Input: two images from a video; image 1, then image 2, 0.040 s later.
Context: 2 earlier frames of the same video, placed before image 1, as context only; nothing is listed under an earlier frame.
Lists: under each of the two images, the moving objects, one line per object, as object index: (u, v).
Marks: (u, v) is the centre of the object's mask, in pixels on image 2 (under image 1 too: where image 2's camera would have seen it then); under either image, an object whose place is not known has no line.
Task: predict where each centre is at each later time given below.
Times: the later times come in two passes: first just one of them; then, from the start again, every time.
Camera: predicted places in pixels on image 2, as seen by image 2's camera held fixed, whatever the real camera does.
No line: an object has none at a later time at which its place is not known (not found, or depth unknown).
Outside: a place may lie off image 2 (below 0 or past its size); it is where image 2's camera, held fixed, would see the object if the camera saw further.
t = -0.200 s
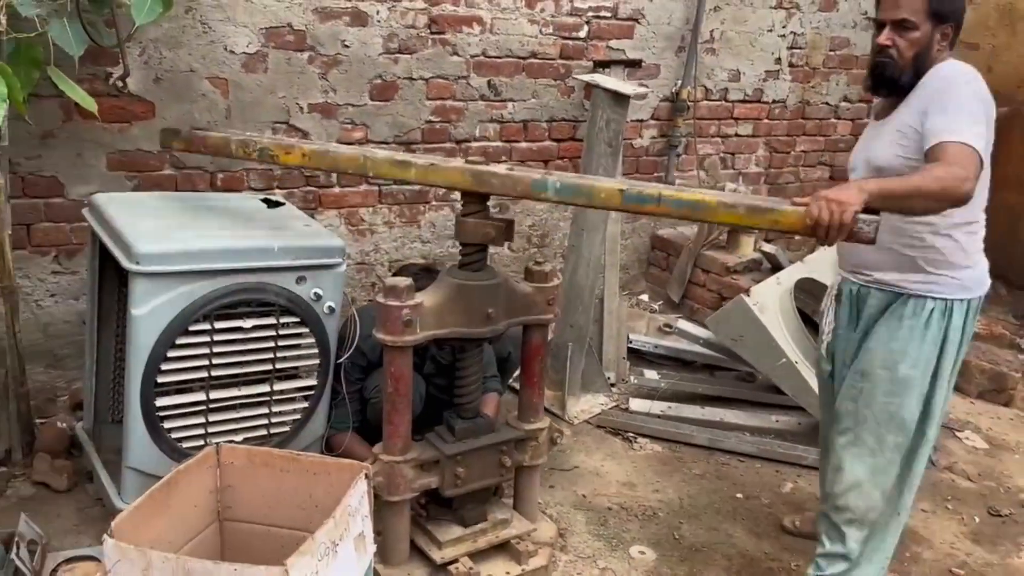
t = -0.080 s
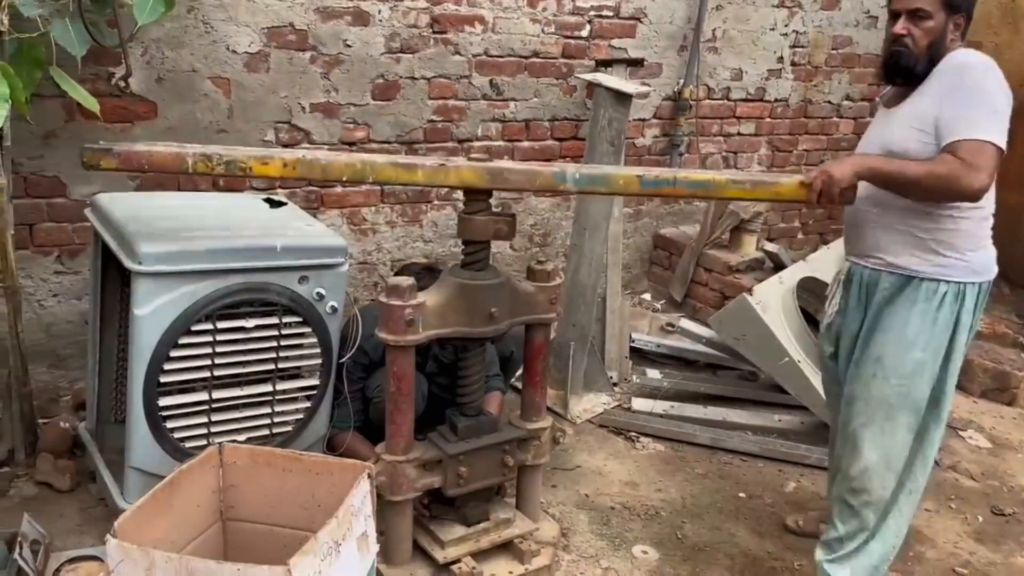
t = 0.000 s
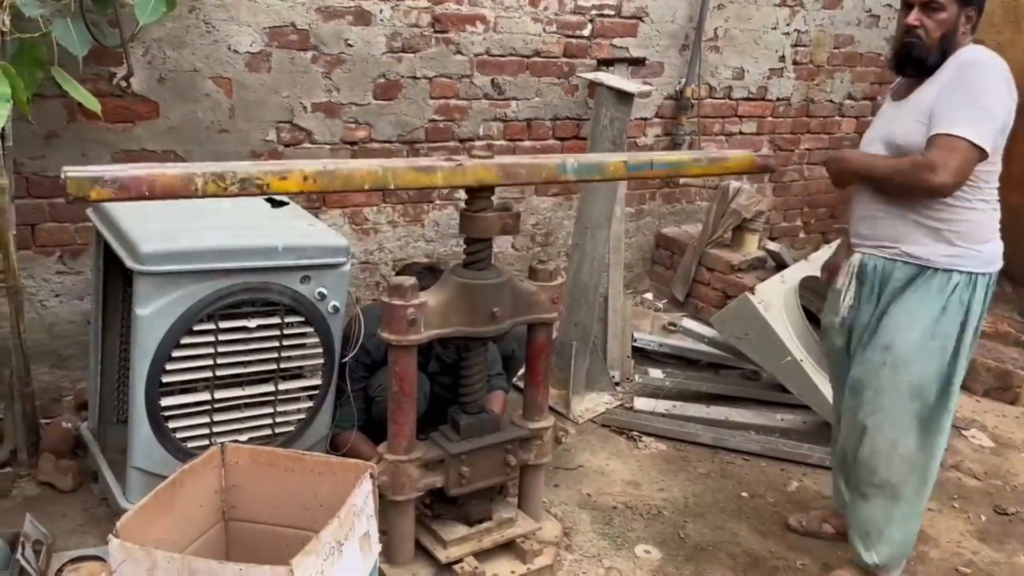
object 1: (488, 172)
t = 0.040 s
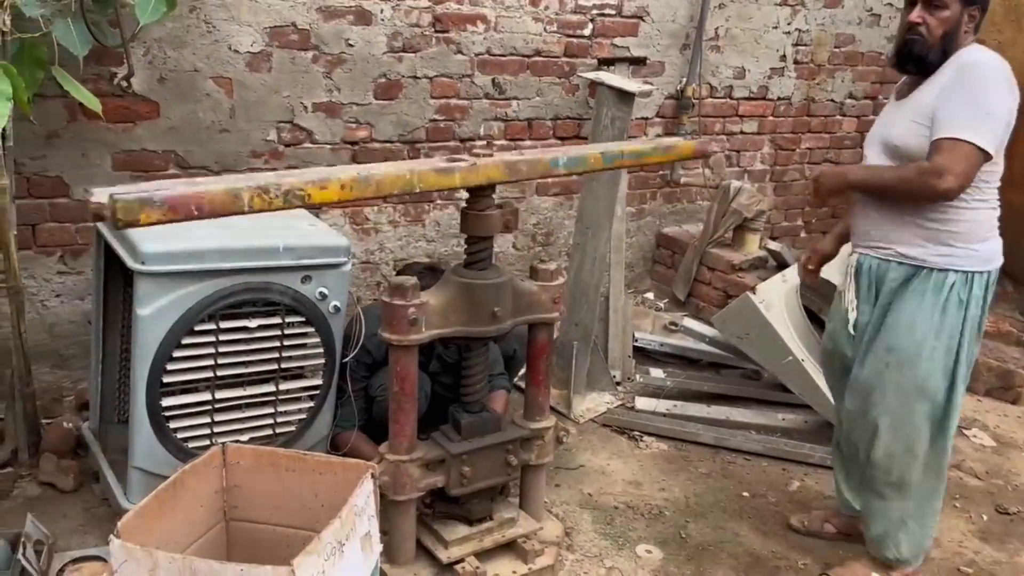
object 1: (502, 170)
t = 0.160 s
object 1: (498, 165)
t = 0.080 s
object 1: (495, 171)
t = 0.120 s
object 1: (495, 168)
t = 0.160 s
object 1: (498, 165)
